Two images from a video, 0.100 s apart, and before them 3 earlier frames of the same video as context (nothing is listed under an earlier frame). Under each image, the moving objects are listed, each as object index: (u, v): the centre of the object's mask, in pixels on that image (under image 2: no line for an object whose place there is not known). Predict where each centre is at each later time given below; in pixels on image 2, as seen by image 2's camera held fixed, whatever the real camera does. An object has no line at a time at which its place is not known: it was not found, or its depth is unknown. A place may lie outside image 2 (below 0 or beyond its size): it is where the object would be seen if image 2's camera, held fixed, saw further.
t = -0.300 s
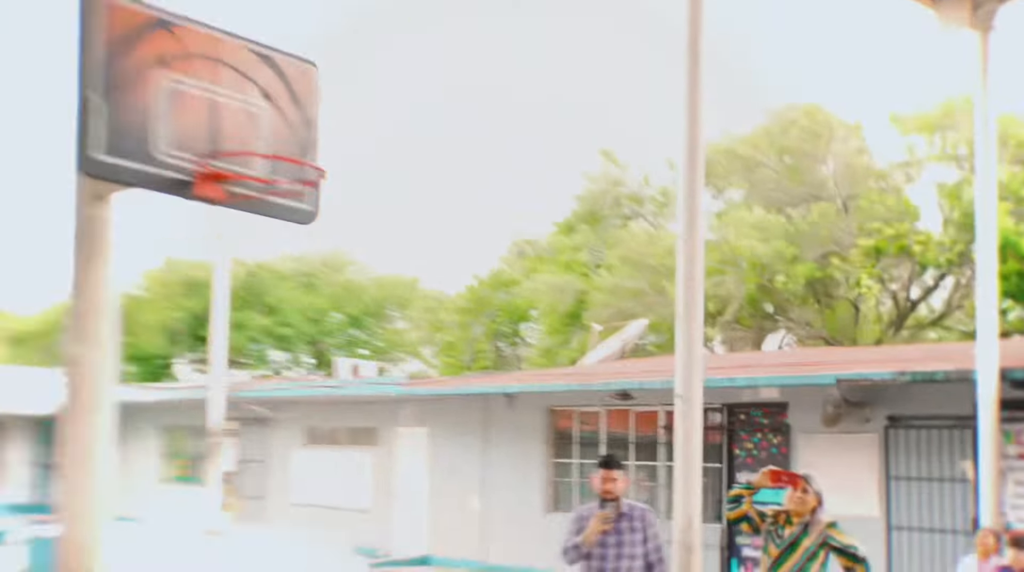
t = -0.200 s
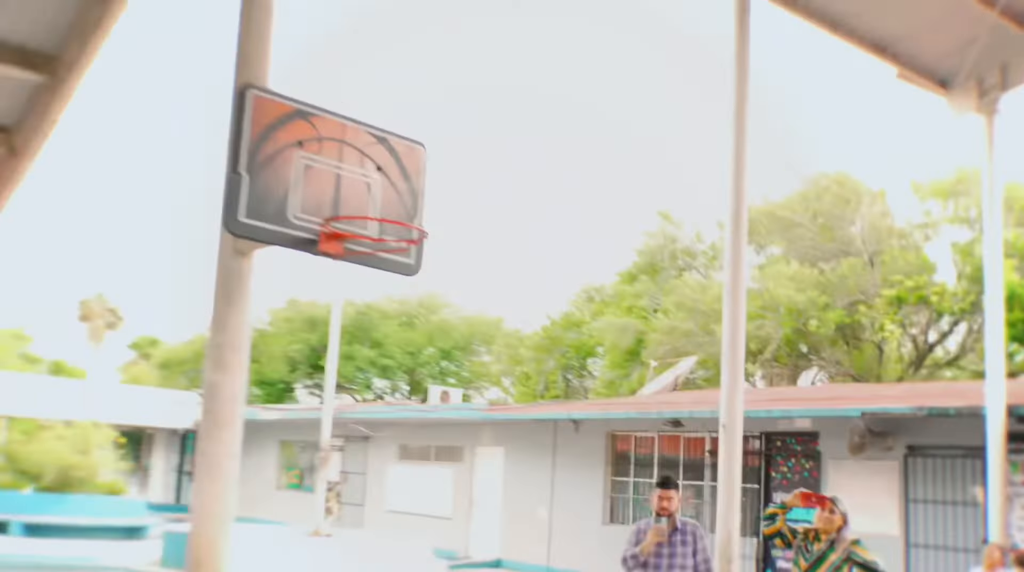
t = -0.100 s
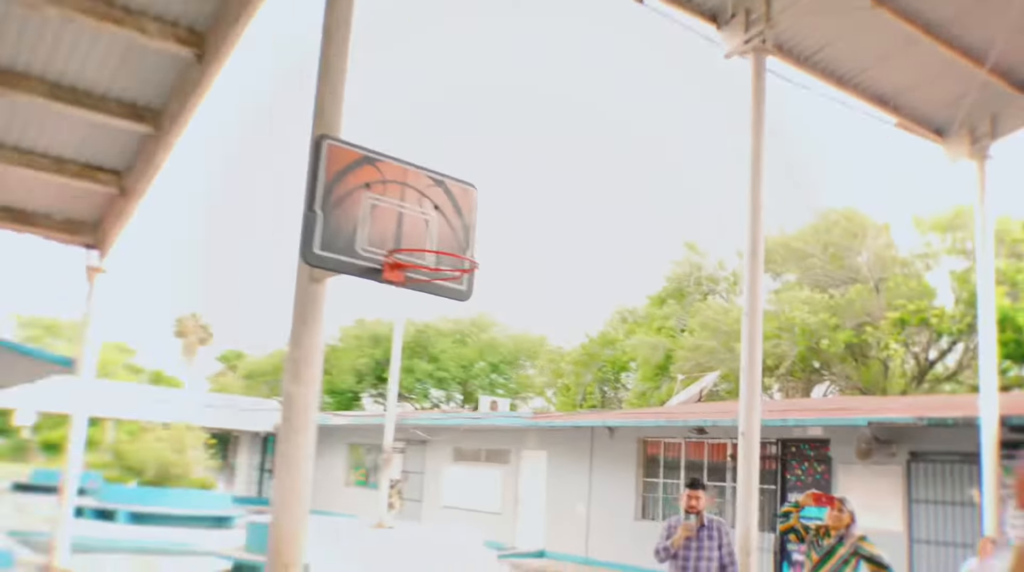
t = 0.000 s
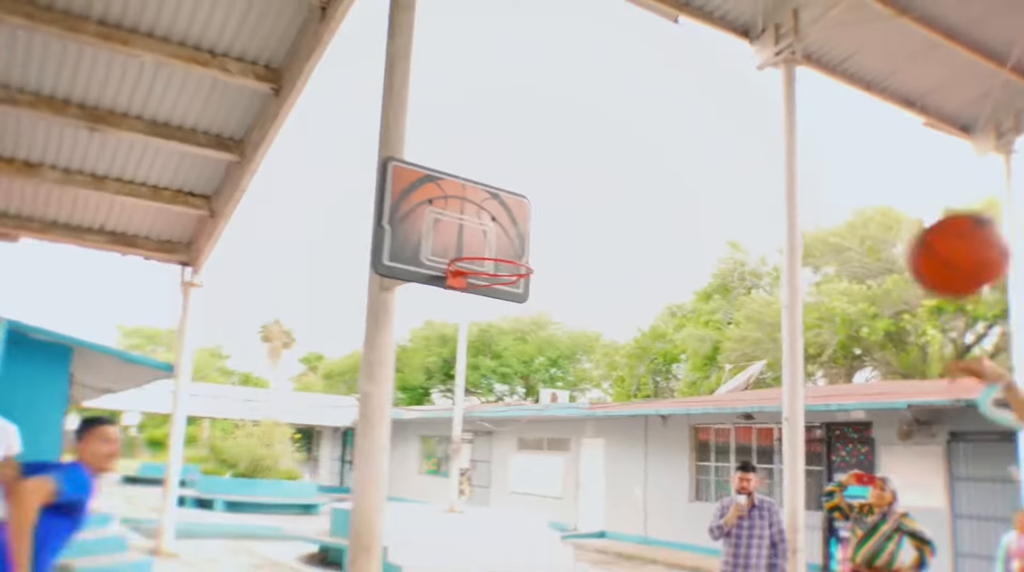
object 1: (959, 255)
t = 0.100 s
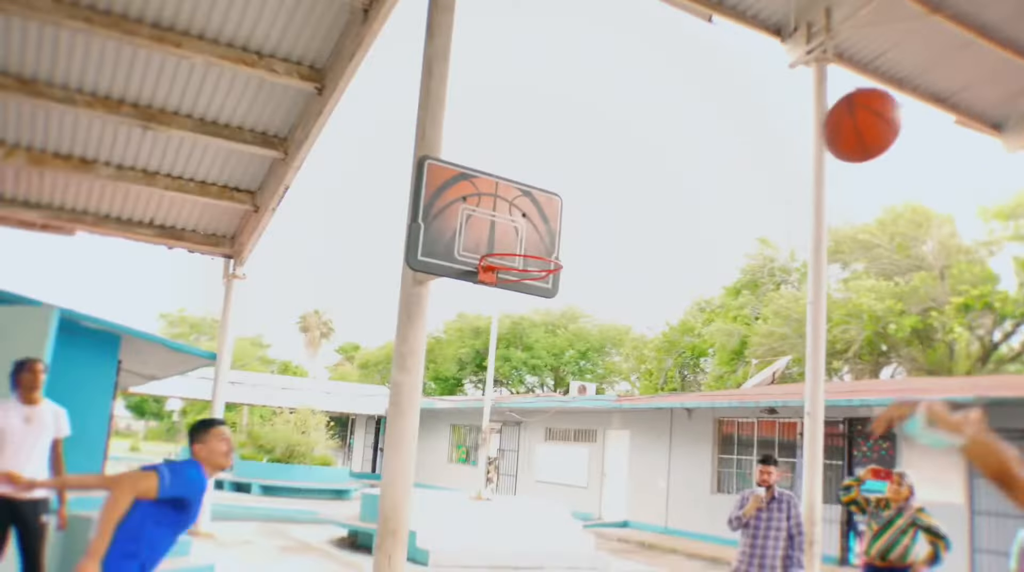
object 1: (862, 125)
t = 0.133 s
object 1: (832, 95)
